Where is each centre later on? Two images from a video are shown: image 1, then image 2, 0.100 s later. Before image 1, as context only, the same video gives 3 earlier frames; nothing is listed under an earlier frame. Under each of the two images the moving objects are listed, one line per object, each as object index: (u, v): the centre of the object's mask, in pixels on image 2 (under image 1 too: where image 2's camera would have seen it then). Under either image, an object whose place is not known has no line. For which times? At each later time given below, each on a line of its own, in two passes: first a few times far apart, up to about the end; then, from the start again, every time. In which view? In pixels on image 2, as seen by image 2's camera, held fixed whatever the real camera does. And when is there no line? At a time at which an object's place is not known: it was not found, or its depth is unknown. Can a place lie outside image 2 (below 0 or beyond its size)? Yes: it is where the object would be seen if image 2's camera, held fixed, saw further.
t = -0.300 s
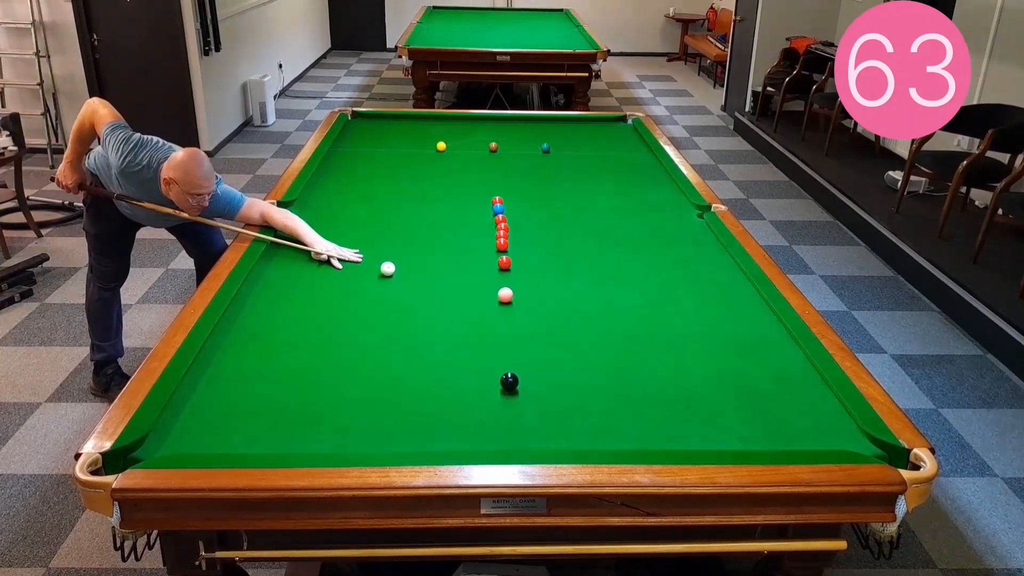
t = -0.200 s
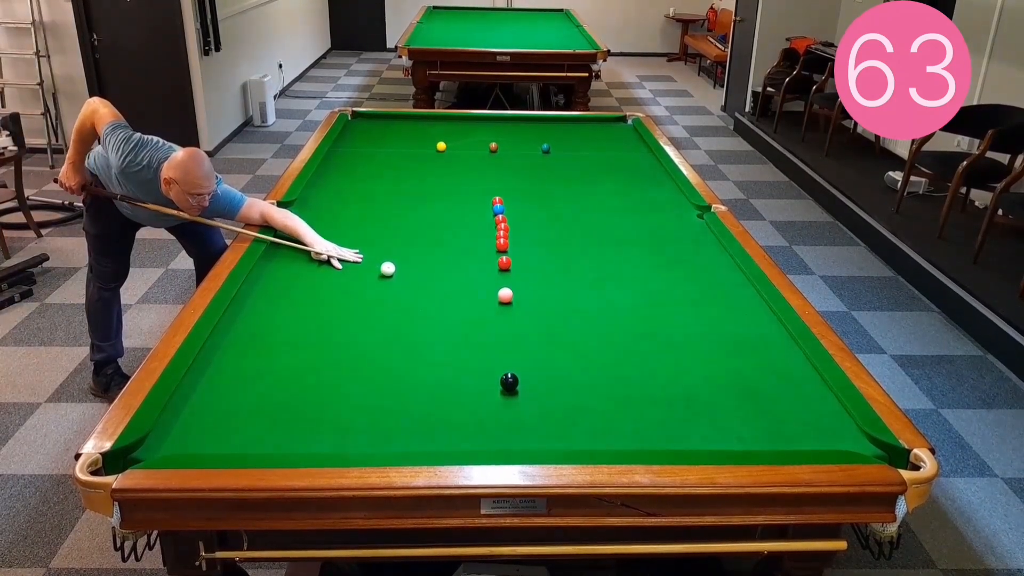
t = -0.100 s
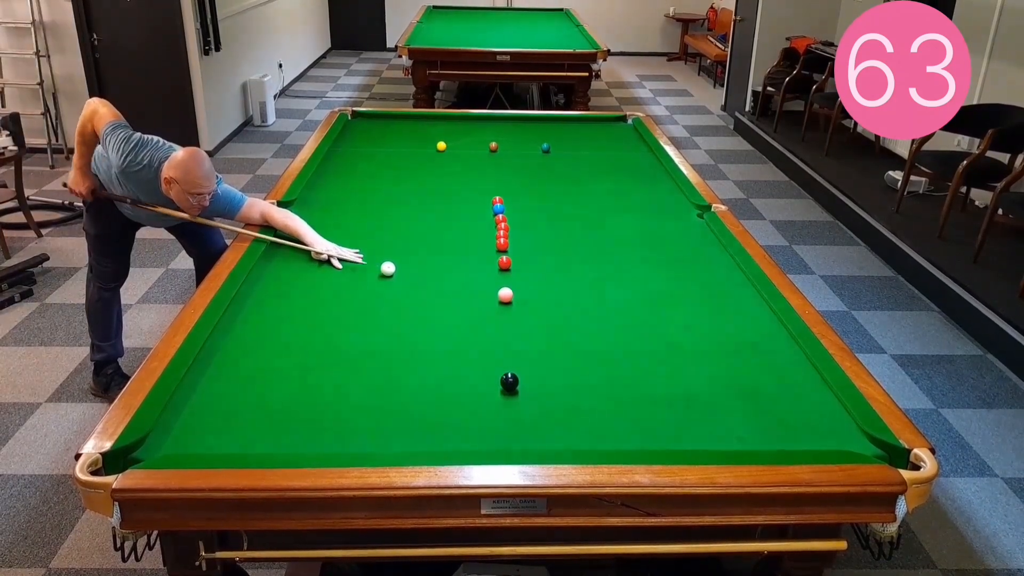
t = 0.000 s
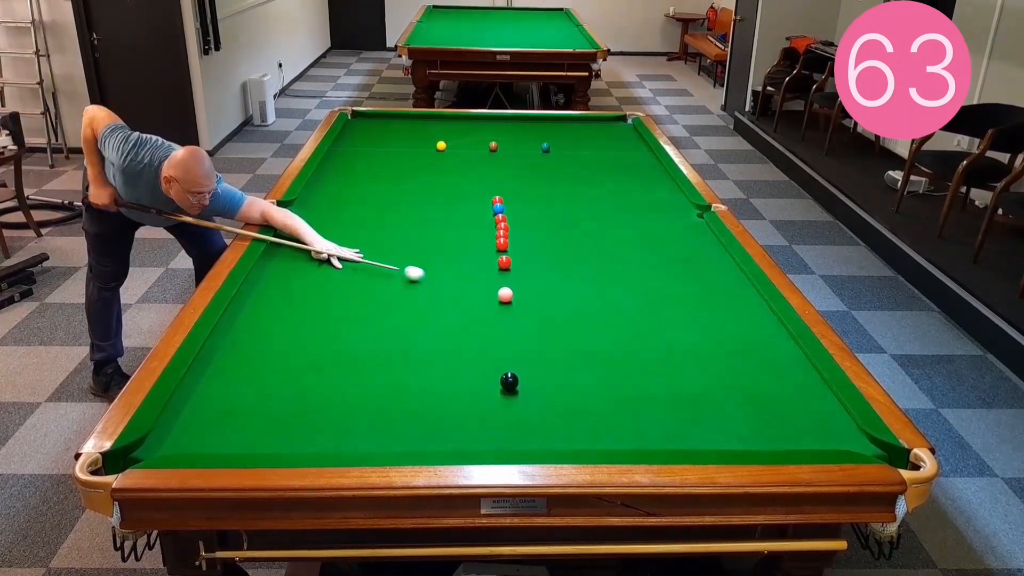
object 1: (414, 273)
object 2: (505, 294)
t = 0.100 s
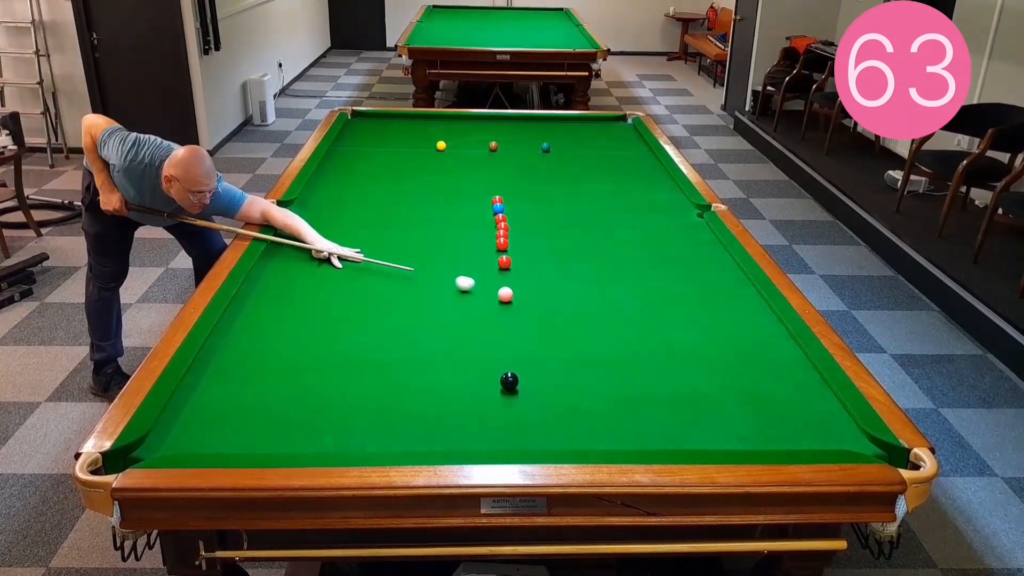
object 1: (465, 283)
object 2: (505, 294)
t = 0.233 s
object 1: (503, 286)
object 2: (528, 304)
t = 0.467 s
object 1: (537, 279)
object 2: (593, 331)
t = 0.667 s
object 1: (564, 275)
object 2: (647, 354)
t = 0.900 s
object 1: (595, 270)
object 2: (717, 383)
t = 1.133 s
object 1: (623, 265)
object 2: (794, 415)
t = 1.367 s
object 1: (650, 260)
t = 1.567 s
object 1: (671, 257)
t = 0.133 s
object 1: (481, 286)
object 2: (505, 294)
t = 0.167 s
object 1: (494, 289)
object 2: (507, 295)
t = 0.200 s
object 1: (499, 287)
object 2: (518, 299)
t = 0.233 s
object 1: (503, 286)
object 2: (528, 304)
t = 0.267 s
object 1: (507, 285)
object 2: (539, 308)
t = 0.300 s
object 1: (512, 284)
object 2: (549, 312)
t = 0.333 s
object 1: (517, 283)
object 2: (558, 316)
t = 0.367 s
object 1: (522, 282)
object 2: (567, 320)
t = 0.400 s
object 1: (527, 281)
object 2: (576, 324)
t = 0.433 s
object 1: (532, 280)
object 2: (584, 328)
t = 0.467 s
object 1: (537, 279)
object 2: (593, 331)
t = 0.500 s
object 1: (541, 279)
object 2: (601, 335)
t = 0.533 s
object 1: (546, 278)
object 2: (610, 338)
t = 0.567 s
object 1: (551, 277)
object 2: (619, 342)
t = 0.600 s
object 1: (555, 276)
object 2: (628, 346)
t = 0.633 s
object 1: (560, 276)
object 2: (637, 350)
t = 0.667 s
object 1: (564, 275)
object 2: (647, 354)
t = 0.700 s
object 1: (569, 274)
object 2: (656, 358)
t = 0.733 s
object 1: (573, 273)
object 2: (666, 362)
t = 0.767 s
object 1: (578, 272)
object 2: (676, 366)
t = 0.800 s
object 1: (582, 272)
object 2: (686, 370)
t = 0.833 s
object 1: (586, 271)
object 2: (696, 374)
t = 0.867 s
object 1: (590, 270)
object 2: (706, 379)
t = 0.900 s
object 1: (595, 270)
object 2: (717, 383)
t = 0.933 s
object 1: (599, 269)
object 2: (727, 387)
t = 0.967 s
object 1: (603, 268)
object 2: (738, 392)
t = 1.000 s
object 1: (607, 268)
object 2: (749, 397)
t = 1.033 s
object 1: (611, 267)
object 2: (760, 401)
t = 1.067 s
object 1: (615, 266)
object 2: (771, 406)
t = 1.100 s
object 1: (619, 266)
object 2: (782, 411)
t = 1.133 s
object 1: (623, 265)
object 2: (794, 415)
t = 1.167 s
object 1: (627, 264)
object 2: (805, 420)
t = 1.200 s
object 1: (631, 264)
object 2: (817, 425)
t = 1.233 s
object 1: (635, 263)
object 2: (829, 430)
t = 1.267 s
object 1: (639, 262)
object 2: (840, 435)
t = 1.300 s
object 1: (642, 262)
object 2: (853, 440)
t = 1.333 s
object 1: (646, 261)
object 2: (865, 445)
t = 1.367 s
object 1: (650, 260)
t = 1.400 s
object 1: (653, 260)
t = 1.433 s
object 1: (657, 259)
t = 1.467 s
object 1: (660, 258)
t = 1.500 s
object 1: (664, 258)
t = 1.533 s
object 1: (668, 258)
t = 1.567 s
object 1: (671, 257)
